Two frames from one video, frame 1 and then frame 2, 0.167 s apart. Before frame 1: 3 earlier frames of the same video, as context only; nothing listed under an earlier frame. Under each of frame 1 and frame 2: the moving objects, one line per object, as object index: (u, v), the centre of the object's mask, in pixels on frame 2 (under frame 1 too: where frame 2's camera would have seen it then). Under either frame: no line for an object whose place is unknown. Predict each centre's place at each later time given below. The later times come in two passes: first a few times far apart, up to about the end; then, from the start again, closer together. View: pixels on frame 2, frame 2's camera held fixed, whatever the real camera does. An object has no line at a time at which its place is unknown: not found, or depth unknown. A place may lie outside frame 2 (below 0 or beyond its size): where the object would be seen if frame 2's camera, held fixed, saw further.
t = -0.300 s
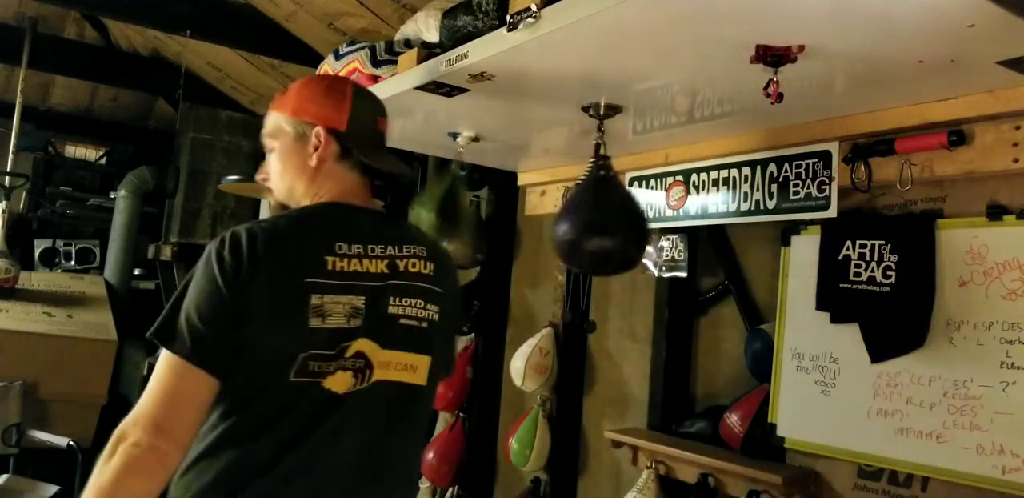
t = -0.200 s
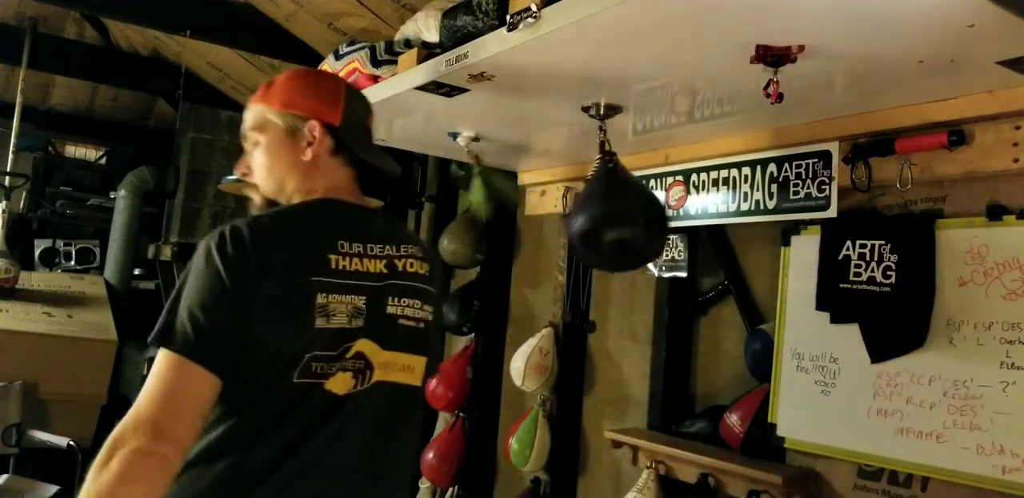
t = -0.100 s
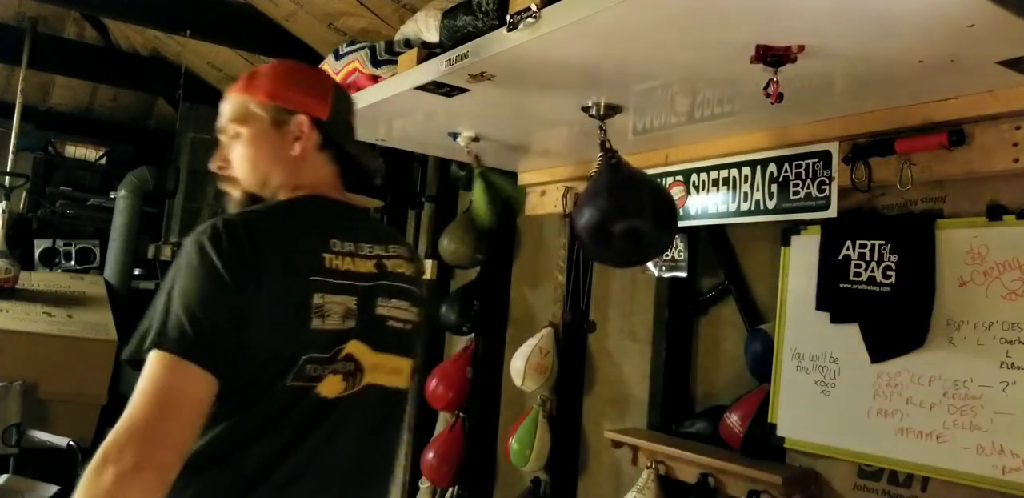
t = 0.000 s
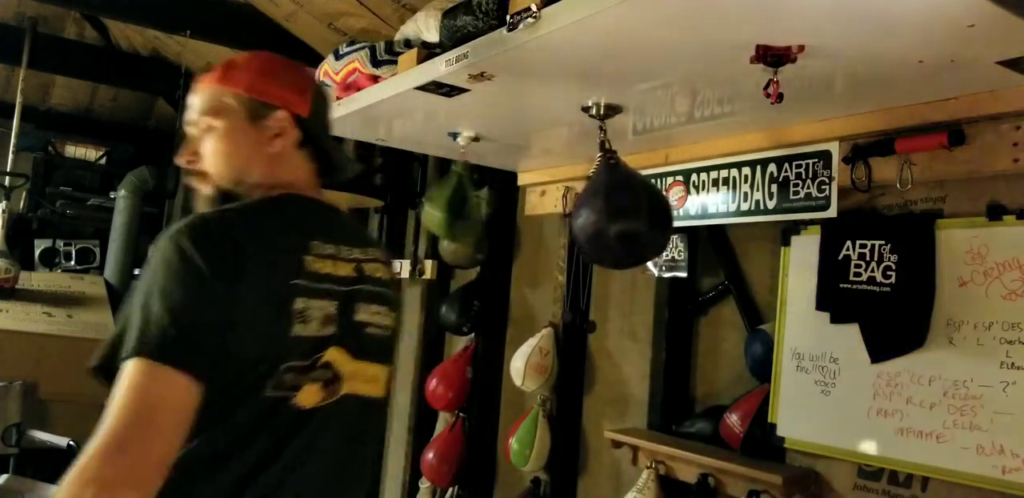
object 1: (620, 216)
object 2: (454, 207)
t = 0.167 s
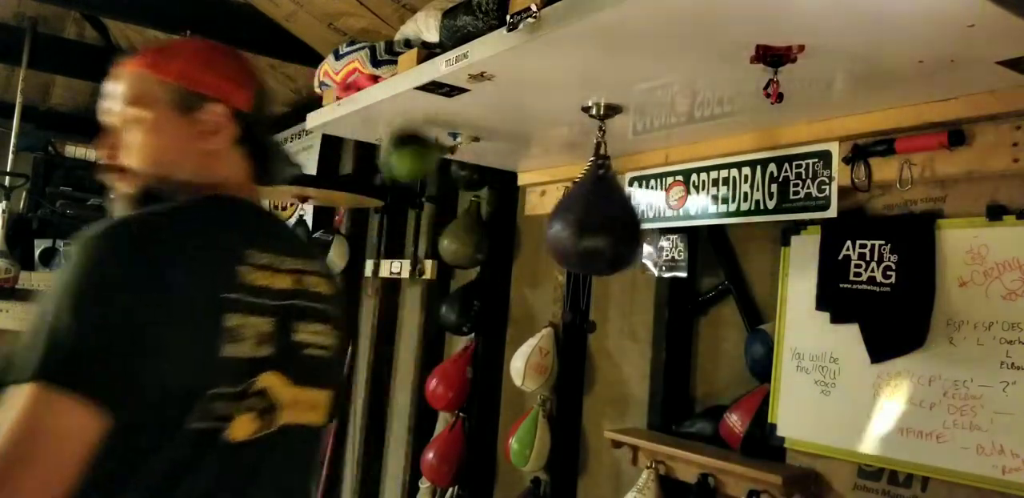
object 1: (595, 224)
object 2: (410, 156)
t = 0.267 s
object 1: (580, 223)
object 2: (430, 199)
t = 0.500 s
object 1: (573, 221)
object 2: (511, 174)
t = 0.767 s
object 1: (607, 223)
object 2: (425, 191)
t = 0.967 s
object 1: (621, 216)
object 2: (404, 167)
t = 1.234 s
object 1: (588, 224)
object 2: (497, 198)
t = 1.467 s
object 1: (573, 220)
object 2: (502, 194)
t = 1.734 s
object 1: (599, 224)
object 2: (410, 179)
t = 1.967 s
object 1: (617, 217)
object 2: (407, 175)
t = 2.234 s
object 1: (591, 224)
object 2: (504, 197)
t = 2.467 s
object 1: (576, 221)
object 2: (505, 196)
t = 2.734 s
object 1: (597, 224)
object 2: (408, 179)
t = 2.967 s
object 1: (614, 218)
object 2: (410, 183)
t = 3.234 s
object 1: (593, 224)
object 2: (507, 194)
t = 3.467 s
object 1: (578, 222)
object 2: (496, 200)
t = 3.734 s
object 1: (596, 225)
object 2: (405, 176)
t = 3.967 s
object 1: (611, 219)
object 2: (421, 197)
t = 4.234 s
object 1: (595, 224)
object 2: (511, 193)
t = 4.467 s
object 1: (581, 222)
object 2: (488, 205)
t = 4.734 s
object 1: (594, 224)
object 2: (403, 175)
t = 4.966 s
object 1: (609, 220)
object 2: (440, 208)
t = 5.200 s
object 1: (599, 223)
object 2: (510, 194)
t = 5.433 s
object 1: (584, 223)
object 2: (477, 205)
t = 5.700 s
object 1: (591, 224)
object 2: (404, 179)
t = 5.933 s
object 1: (605, 221)
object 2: (452, 210)
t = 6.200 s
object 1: (599, 223)
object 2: (509, 195)
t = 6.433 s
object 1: (586, 224)
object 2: (456, 208)
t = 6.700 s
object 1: (591, 224)
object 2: (410, 186)
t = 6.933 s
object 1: (603, 222)
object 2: (469, 209)
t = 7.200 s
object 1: (598, 224)
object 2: (501, 200)
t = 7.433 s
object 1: (588, 224)
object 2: (434, 204)
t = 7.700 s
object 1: (592, 225)
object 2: (418, 196)
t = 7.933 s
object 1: (601, 223)
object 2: (487, 205)
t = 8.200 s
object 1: (597, 224)
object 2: (484, 206)
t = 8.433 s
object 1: (589, 225)
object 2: (418, 197)
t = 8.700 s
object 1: (593, 225)
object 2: (442, 209)
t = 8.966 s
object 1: (601, 224)
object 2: (496, 200)
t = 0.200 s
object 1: (590, 224)
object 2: (411, 174)
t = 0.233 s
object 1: (584, 223)
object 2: (419, 187)
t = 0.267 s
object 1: (580, 223)
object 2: (430, 199)
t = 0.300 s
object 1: (576, 222)
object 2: (442, 208)
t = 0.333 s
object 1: (573, 221)
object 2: (460, 211)
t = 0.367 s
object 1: (572, 220)
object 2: (468, 205)
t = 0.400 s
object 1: (571, 220)
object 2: (479, 202)
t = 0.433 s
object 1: (571, 220)
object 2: (500, 190)
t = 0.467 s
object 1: (571, 220)
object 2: (508, 177)
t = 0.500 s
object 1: (573, 221)
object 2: (511, 174)
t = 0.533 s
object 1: (575, 222)
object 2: (509, 184)
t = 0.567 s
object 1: (579, 222)
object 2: (503, 195)
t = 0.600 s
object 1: (583, 223)
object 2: (486, 206)
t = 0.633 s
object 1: (587, 224)
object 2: (474, 209)
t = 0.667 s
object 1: (592, 224)
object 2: (461, 209)
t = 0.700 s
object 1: (597, 224)
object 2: (449, 204)
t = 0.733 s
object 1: (603, 224)
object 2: (435, 198)
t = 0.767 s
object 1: (607, 223)
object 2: (425, 191)
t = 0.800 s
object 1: (612, 221)
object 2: (413, 176)
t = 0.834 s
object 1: (615, 219)
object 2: (406, 162)
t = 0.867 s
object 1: (619, 217)
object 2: (403, 152)
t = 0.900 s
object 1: (620, 216)
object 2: (402, 147)
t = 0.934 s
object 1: (621, 216)
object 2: (402, 156)
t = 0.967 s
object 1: (621, 216)
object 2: (404, 167)
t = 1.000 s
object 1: (619, 217)
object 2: (408, 178)
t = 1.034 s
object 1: (615, 218)
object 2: (415, 186)
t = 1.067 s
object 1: (612, 220)
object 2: (427, 200)
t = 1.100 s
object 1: (607, 221)
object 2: (444, 209)
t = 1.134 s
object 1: (602, 223)
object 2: (460, 211)
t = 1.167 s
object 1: (597, 224)
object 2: (475, 208)
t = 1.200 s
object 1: (593, 223)
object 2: (488, 205)
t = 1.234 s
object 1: (588, 224)
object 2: (497, 198)
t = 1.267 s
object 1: (583, 223)
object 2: (504, 192)
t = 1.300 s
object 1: (580, 222)
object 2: (508, 186)
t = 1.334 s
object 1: (577, 223)
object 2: (509, 183)
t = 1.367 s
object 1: (575, 221)
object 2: (510, 183)
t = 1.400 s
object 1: (573, 220)
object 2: (509, 184)
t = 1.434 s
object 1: (573, 220)
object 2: (507, 189)
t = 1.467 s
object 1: (573, 220)
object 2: (502, 194)
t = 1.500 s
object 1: (574, 220)
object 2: (497, 203)
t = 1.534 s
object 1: (576, 221)
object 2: (484, 208)
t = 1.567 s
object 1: (579, 222)
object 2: (470, 210)
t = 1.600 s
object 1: (582, 223)
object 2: (460, 210)
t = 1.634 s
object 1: (586, 223)
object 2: (446, 205)
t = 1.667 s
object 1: (591, 224)
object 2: (430, 200)
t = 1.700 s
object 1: (595, 224)
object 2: (420, 190)
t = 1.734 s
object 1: (599, 224)
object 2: (410, 179)
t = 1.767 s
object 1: (604, 224)
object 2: (403, 169)
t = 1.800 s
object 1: (608, 223)
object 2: (401, 160)
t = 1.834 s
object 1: (611, 221)
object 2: (400, 156)
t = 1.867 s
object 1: (614, 219)
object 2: (400, 155)
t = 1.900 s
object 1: (616, 218)
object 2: (400, 157)
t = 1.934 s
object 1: (617, 217)
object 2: (402, 164)
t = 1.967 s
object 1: (617, 217)
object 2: (407, 175)
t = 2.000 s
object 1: (616, 217)
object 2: (413, 183)
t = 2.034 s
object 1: (614, 218)
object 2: (423, 195)
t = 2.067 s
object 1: (611, 219)
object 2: (433, 201)
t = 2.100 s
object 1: (608, 221)
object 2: (449, 209)
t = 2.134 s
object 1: (603, 222)
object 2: (467, 209)
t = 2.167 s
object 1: (599, 223)
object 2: (482, 206)
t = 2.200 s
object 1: (595, 224)
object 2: (494, 204)
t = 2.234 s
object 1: (591, 224)
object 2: (504, 197)
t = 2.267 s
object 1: (587, 224)
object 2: (511, 189)
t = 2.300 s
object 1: (583, 223)
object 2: (515, 183)
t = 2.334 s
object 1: (580, 223)
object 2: (517, 180)
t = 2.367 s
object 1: (578, 223)
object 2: (517, 180)
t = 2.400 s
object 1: (577, 222)
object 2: (515, 182)
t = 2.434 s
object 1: (576, 222)
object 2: (511, 188)
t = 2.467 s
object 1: (576, 221)
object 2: (505, 196)
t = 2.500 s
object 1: (577, 222)
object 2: (495, 202)
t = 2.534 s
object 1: (578, 222)
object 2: (484, 207)
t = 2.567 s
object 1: (580, 222)
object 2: (470, 211)
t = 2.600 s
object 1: (583, 223)
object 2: (455, 211)
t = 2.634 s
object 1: (586, 224)
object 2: (439, 204)
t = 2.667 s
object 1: (589, 224)
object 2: (427, 199)
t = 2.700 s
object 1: (593, 224)
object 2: (415, 188)
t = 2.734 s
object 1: (597, 224)
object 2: (408, 179)
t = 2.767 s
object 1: (601, 224)
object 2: (403, 170)
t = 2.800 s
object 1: (605, 223)
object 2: (402, 163)
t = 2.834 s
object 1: (608, 222)
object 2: (401, 160)
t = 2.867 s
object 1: (611, 221)
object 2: (401, 161)
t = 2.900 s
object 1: (613, 219)
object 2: (401, 166)
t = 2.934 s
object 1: (614, 219)
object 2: (404, 174)
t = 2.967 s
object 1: (614, 218)
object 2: (410, 183)
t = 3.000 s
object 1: (614, 218)
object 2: (419, 192)
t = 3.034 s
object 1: (612, 219)
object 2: (431, 201)
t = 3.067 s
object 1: (610, 220)
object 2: (448, 209)
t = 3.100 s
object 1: (607, 221)
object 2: (461, 210)
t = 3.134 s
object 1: (604, 222)
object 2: (477, 205)
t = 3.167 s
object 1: (600, 223)
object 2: (489, 205)
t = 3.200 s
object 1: (597, 224)
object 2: (499, 200)
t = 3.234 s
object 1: (593, 224)
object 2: (507, 194)
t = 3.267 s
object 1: (589, 224)
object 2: (513, 188)
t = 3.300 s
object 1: (586, 224)
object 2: (515, 185)
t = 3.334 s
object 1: (583, 223)
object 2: (516, 184)
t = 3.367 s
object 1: (581, 223)
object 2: (515, 186)
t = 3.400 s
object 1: (580, 222)
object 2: (511, 190)
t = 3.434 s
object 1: (579, 222)
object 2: (506, 196)
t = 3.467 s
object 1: (578, 222)
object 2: (496, 200)
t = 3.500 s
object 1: (579, 222)
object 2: (486, 205)
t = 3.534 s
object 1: (579, 222)
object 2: (473, 207)
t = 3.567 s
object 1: (581, 222)
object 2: (458, 210)
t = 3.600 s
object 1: (583, 223)
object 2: (447, 209)
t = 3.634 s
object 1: (586, 224)
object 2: (431, 202)
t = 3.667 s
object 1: (588, 224)
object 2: (418, 194)
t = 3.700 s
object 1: (592, 224)
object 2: (410, 183)
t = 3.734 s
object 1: (596, 225)
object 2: (405, 176)
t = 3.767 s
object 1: (599, 224)
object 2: (401, 170)
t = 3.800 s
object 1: (602, 224)
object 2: (400, 167)
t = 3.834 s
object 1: (605, 223)
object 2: (400, 167)
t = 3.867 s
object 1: (608, 222)
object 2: (401, 171)
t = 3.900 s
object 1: (609, 221)
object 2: (406, 178)
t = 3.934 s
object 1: (611, 220)
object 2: (411, 186)
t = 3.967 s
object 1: (611, 219)
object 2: (421, 197)
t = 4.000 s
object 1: (611, 219)
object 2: (433, 202)
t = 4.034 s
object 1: (610, 219)
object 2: (448, 208)
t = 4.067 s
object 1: (609, 220)
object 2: (468, 207)
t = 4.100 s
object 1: (607, 221)
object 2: (481, 204)
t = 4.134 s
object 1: (604, 222)
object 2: (490, 201)
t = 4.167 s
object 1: (601, 223)
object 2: (497, 200)
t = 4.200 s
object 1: (598, 224)
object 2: (506, 196)
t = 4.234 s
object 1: (595, 224)
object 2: (511, 193)
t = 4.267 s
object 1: (592, 224)
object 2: (514, 190)
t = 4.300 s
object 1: (589, 224)
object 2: (514, 189)
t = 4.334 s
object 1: (586, 224)
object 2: (513, 190)
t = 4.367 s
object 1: (584, 223)
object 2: (509, 194)
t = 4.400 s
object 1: (583, 224)
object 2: (503, 198)
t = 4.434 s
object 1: (581, 223)
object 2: (494, 203)
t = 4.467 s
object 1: (581, 222)
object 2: (488, 205)
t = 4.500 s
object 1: (581, 222)
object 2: (470, 209)
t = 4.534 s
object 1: (581, 222)
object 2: (458, 210)
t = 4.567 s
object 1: (582, 223)
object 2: (445, 208)
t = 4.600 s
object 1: (584, 223)
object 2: (432, 202)
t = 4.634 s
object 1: (586, 223)
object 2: (421, 196)
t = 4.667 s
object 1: (588, 224)
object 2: (411, 185)
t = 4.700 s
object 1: (591, 224)
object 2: (407, 178)
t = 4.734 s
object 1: (594, 224)
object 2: (403, 175)
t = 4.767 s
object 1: (597, 224)
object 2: (403, 173)
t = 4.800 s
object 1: (600, 224)
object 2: (403, 174)
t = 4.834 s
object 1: (602, 223)
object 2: (406, 178)
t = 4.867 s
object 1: (605, 223)
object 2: (410, 185)
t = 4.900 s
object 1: (607, 222)
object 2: (417, 192)
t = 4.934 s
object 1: (608, 221)
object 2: (427, 200)
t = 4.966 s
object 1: (609, 220)
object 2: (440, 208)
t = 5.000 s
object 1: (609, 220)
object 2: (453, 210)
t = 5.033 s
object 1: (608, 220)
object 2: (465, 209)
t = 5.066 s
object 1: (607, 221)
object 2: (480, 207)
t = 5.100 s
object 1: (606, 221)
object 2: (489, 205)
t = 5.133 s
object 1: (603, 222)
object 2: (498, 200)
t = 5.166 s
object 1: (601, 223)
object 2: (506, 197)
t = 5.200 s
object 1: (599, 223)
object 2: (510, 194)
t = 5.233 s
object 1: (596, 224)
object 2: (512, 192)
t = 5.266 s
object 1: (593, 224)
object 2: (511, 192)
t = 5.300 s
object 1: (591, 224)
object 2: (509, 195)
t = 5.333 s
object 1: (588, 224)
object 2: (504, 197)
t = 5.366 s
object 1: (586, 224)
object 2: (496, 201)
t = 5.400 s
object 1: (585, 224)
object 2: (492, 201)
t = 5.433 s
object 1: (584, 223)
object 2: (477, 205)
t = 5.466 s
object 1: (583, 223)
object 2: (463, 209)
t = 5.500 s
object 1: (583, 223)
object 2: (452, 208)
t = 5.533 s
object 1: (583, 223)
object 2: (438, 206)
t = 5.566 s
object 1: (584, 223)
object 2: (426, 199)
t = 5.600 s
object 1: (585, 223)
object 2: (416, 193)
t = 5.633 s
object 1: (586, 224)
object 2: (410, 185)
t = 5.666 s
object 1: (589, 224)
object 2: (407, 181)
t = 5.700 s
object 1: (591, 224)
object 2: (404, 179)
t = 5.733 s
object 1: (593, 224)
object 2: (404, 179)
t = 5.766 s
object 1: (596, 224)
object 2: (406, 181)
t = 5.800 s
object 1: (598, 224)
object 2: (410, 185)
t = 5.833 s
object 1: (601, 223)
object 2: (415, 192)
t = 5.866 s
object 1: (603, 223)
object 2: (423, 199)
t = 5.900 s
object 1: (604, 222)
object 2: (436, 209)
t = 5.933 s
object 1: (605, 221)
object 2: (452, 210)
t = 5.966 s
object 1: (606, 221)
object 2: (460, 209)
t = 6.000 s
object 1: (606, 221)
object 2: (473, 209)
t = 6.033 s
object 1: (606, 221)
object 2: (488, 203)
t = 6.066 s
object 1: (606, 221)
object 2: (493, 202)
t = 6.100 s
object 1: (604, 221)
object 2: (504, 194)
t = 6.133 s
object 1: (603, 222)
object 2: (506, 197)
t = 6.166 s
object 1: (601, 223)
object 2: (508, 195)
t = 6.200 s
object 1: (599, 223)
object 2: (509, 195)
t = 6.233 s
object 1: (597, 224)
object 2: (507, 195)
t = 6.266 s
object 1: (594, 224)
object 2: (507, 193)
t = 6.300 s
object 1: (592, 224)
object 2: (499, 197)
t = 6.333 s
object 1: (590, 224)
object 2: (493, 201)
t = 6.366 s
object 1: (588, 224)
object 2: (482, 204)
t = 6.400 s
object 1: (587, 224)
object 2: (471, 206)
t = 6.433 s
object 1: (586, 224)
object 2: (456, 208)
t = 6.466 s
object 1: (585, 224)
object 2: (447, 207)
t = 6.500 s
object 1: (585, 223)
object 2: (436, 204)
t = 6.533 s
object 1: (585, 223)
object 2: (425, 198)
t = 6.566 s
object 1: (586, 224)
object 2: (414, 192)
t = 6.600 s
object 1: (586, 224)
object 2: (411, 187)
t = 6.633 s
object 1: (588, 225)
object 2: (410, 185)
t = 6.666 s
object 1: (589, 225)
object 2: (409, 185)
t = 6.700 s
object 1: (591, 224)
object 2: (410, 186)
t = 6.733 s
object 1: (593, 225)
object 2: (413, 190)
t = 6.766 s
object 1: (595, 224)
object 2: (417, 194)
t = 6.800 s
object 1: (597, 224)
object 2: (424, 199)
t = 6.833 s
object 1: (599, 224)
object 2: (435, 205)
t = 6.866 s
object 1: (601, 223)
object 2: (446, 211)
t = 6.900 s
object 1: (602, 223)
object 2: (456, 209)
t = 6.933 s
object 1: (603, 222)
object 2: (469, 209)
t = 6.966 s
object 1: (604, 222)
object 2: (481, 205)
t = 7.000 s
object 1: (604, 222)
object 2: (490, 202)
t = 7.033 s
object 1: (604, 222)
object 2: (496, 202)
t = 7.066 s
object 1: (604, 222)
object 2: (502, 199)
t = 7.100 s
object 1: (603, 222)
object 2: (504, 198)
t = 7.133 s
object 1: (601, 222)
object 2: (505, 197)
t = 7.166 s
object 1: (600, 223)
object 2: (504, 198)
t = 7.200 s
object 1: (598, 224)
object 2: (501, 200)
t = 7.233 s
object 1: (596, 224)
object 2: (495, 203)
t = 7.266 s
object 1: (595, 224)
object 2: (491, 202)
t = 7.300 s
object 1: (593, 224)
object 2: (481, 204)
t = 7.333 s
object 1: (591, 224)
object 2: (465, 209)
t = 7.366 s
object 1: (590, 224)
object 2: (455, 209)
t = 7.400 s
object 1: (589, 224)
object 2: (444, 208)
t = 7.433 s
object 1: (588, 224)
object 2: (434, 204)
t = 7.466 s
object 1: (587, 224)
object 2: (422, 200)
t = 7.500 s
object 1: (587, 225)
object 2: (416, 195)
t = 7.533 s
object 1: (587, 224)
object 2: (412, 191)
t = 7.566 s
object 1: (587, 224)
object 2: (413, 191)
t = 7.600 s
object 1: (588, 224)
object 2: (413, 190)
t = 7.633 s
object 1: (589, 224)
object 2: (414, 191)
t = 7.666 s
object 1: (590, 224)
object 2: (413, 192)
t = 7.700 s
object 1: (592, 225)
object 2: (418, 196)
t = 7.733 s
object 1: (593, 224)
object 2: (425, 202)
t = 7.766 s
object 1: (595, 224)
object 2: (436, 207)
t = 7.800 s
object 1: (596, 224)
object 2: (448, 209)
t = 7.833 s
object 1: (598, 224)
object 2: (457, 210)
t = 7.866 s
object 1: (599, 224)
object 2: (468, 209)
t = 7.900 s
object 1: (600, 223)
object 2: (478, 206)
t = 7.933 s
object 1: (601, 223)
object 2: (487, 205)
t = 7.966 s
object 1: (601, 223)
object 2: (495, 201)
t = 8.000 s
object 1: (602, 222)
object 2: (498, 200)
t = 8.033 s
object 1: (602, 222)
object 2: (499, 200)
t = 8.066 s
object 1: (602, 222)
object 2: (499, 200)
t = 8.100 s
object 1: (601, 222)
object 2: (499, 200)
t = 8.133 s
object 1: (600, 223)
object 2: (495, 202)
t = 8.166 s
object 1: (598, 223)
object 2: (491, 203)
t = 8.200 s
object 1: (597, 224)
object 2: (484, 206)
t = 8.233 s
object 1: (595, 224)
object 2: (474, 207)
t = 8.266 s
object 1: (594, 224)
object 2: (462, 209)
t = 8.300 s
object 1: (593, 224)
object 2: (454, 208)
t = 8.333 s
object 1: (591, 225)
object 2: (442, 207)
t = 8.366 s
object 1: (590, 224)
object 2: (435, 204)
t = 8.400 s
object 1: (589, 224)
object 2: (424, 201)
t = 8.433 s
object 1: (589, 225)
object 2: (418, 197)
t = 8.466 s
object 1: (588, 224)
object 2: (415, 193)
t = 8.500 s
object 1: (588, 224)
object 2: (419, 194)
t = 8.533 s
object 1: (588, 224)
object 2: (418, 194)
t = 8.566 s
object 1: (589, 224)
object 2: (419, 195)
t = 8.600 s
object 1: (589, 224)
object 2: (418, 196)
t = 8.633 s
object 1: (590, 224)
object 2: (422, 199)
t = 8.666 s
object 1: (592, 225)
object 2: (429, 204)
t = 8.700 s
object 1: (593, 225)
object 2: (442, 209)
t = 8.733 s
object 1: (595, 225)
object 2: (453, 208)
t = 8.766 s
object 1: (595, 224)
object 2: (461, 210)
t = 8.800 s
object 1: (597, 225)
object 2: (468, 208)
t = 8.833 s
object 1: (598, 224)
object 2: (476, 207)
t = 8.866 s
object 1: (599, 224)
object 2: (486, 204)
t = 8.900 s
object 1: (600, 224)
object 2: (492, 202)
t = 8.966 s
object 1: (601, 224)
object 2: (496, 200)
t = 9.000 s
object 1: (601, 223)
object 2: (496, 200)
